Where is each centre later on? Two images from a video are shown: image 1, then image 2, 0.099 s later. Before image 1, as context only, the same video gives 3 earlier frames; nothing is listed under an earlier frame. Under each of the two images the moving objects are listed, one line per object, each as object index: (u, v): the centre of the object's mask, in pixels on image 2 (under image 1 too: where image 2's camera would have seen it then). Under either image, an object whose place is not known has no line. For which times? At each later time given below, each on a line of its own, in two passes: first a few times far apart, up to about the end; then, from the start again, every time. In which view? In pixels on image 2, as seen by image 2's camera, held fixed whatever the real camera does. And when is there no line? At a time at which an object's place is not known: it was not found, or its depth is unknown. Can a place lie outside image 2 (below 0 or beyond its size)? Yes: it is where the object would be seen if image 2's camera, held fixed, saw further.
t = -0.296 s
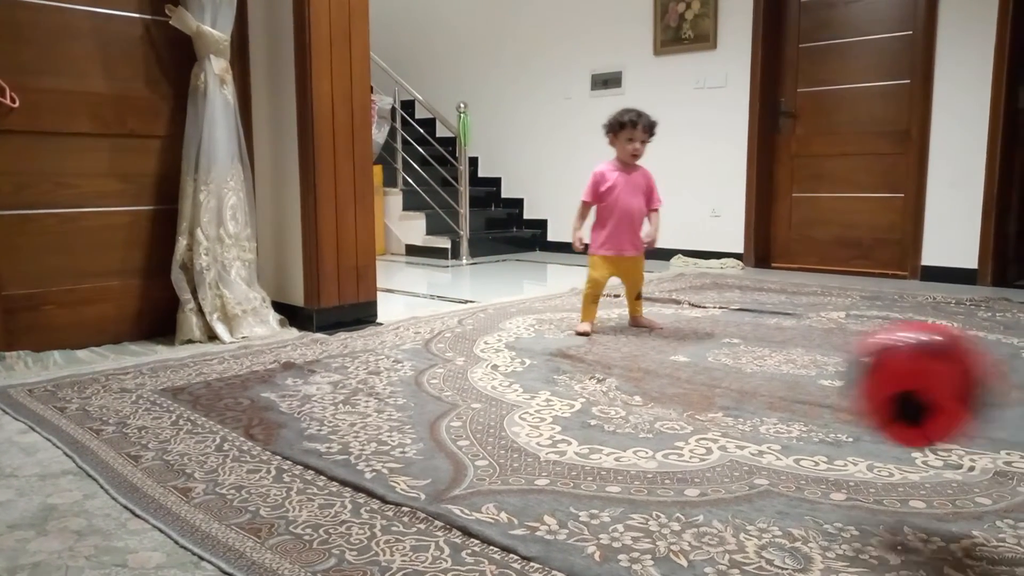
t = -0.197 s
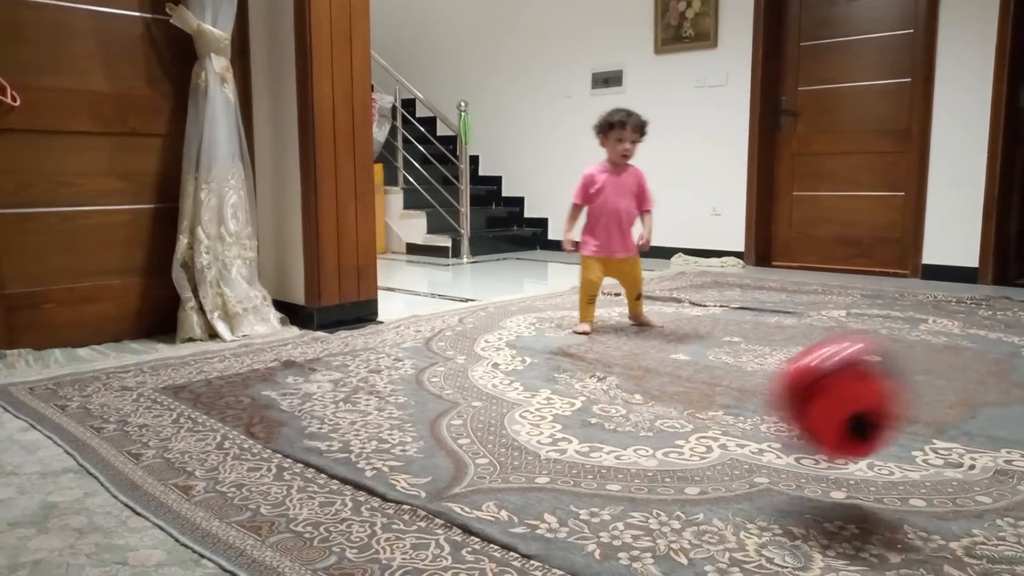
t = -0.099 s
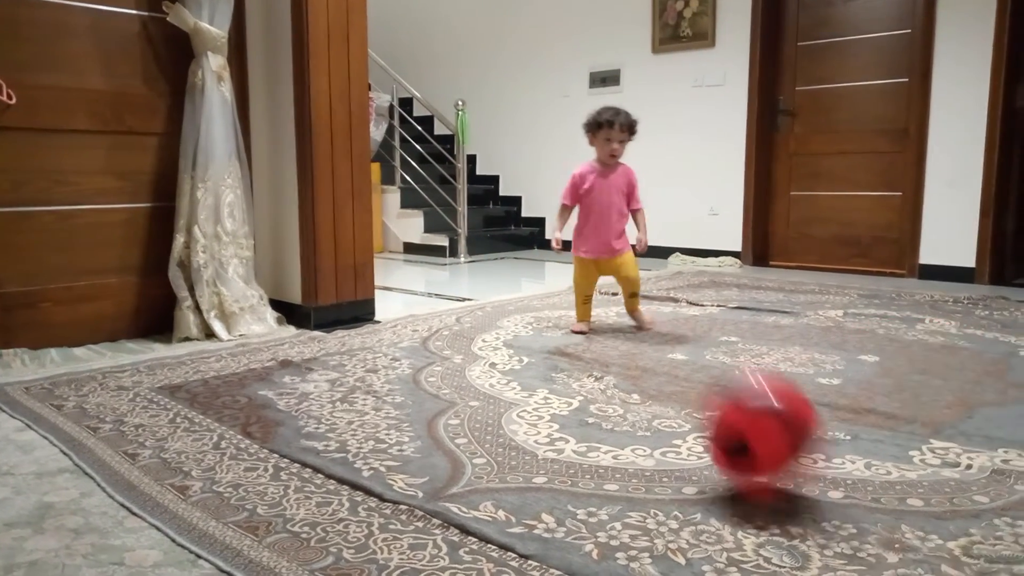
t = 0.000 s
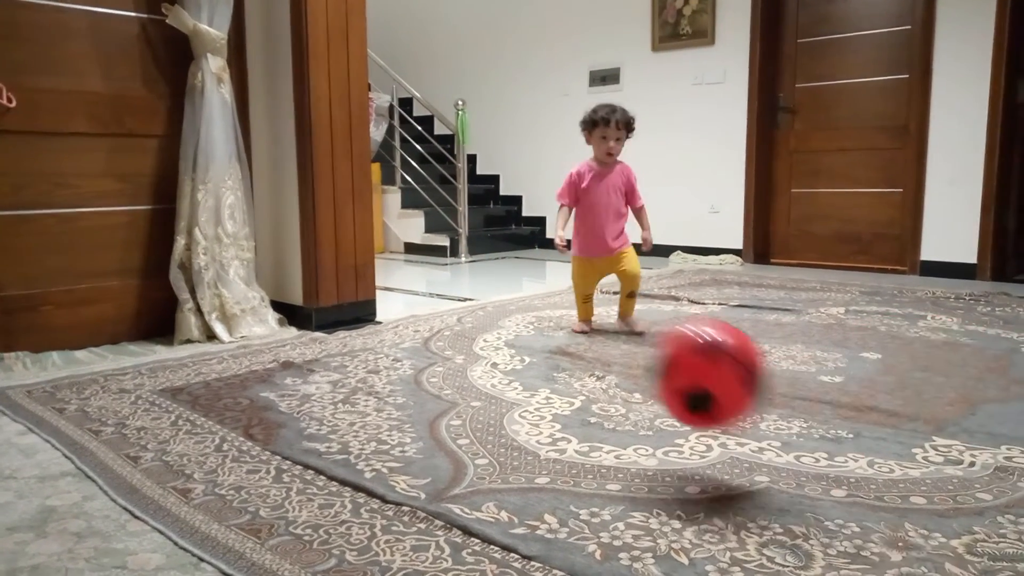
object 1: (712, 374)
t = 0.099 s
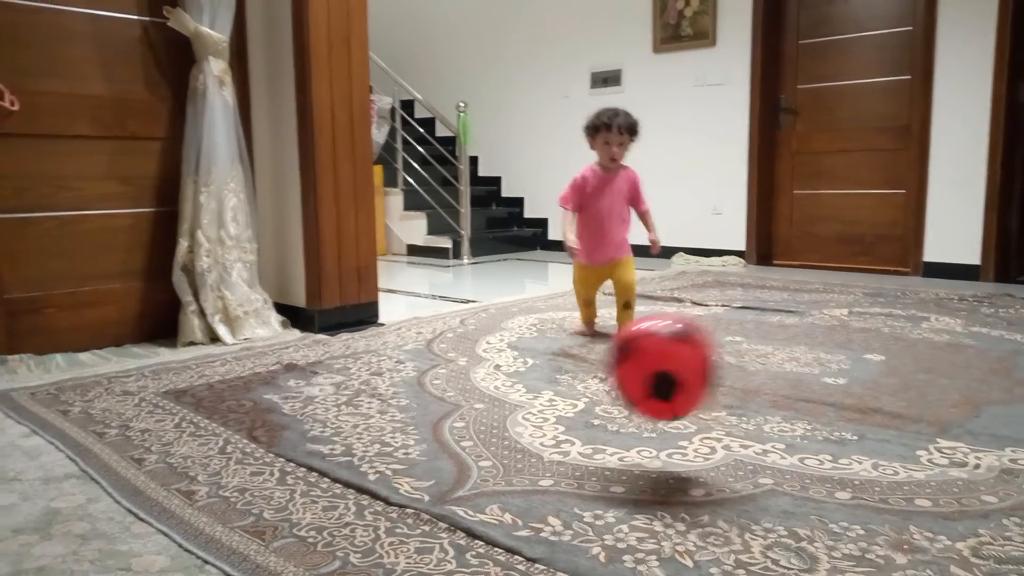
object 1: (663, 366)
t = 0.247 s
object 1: (587, 399)
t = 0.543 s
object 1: (456, 389)
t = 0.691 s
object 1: (404, 356)
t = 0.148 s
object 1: (640, 375)
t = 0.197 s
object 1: (615, 396)
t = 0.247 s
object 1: (587, 399)
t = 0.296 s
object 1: (564, 377)
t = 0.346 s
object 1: (542, 363)
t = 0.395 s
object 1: (519, 360)
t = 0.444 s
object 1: (496, 366)
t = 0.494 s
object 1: (477, 382)
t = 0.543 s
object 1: (456, 389)
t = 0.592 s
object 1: (438, 368)
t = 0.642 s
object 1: (421, 357)
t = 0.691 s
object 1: (404, 356)
